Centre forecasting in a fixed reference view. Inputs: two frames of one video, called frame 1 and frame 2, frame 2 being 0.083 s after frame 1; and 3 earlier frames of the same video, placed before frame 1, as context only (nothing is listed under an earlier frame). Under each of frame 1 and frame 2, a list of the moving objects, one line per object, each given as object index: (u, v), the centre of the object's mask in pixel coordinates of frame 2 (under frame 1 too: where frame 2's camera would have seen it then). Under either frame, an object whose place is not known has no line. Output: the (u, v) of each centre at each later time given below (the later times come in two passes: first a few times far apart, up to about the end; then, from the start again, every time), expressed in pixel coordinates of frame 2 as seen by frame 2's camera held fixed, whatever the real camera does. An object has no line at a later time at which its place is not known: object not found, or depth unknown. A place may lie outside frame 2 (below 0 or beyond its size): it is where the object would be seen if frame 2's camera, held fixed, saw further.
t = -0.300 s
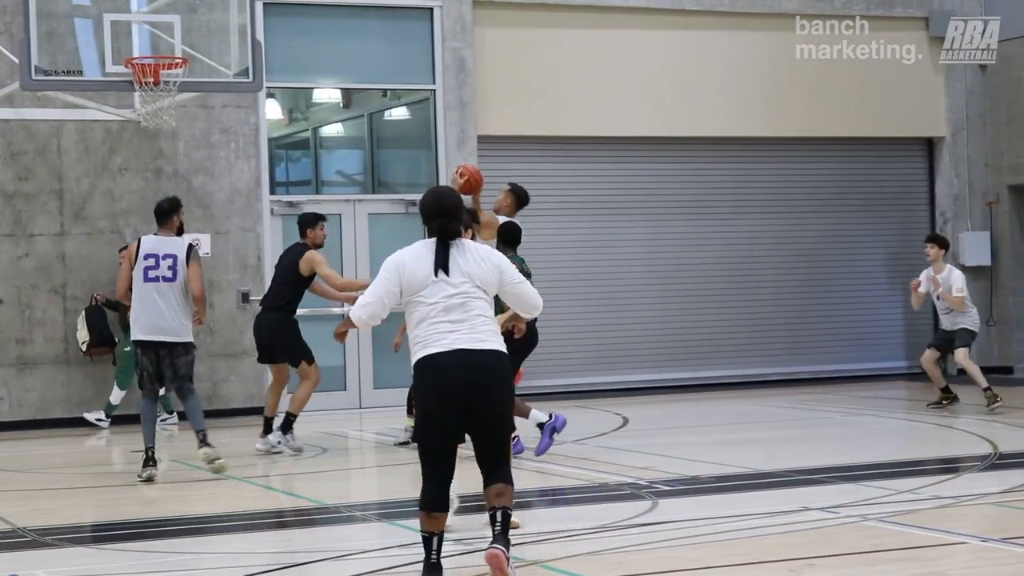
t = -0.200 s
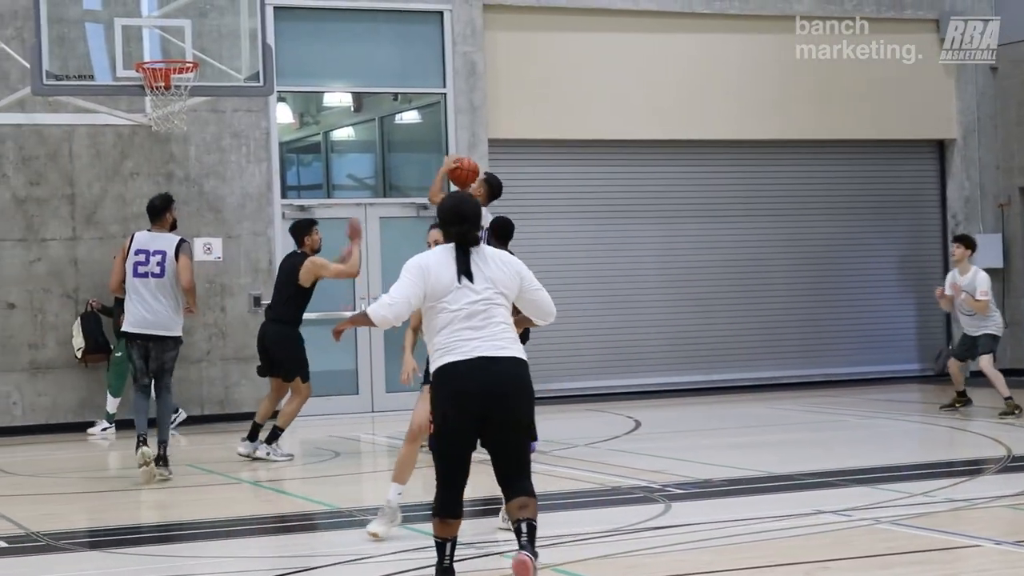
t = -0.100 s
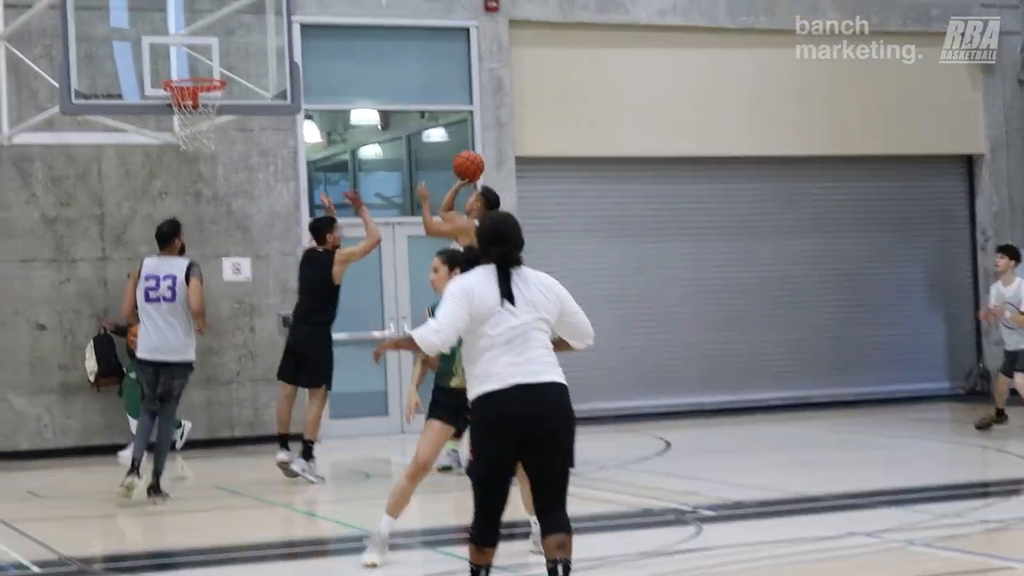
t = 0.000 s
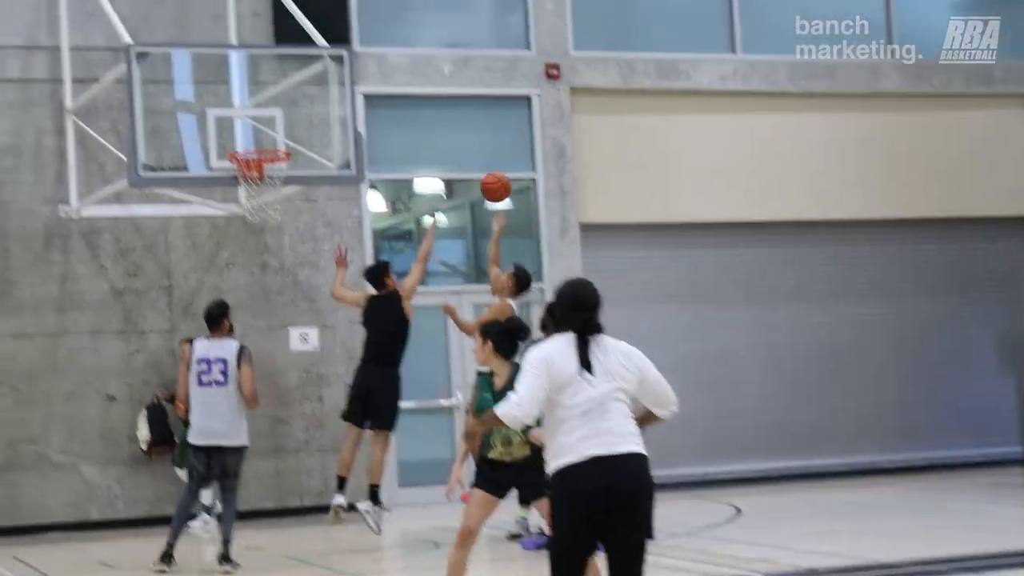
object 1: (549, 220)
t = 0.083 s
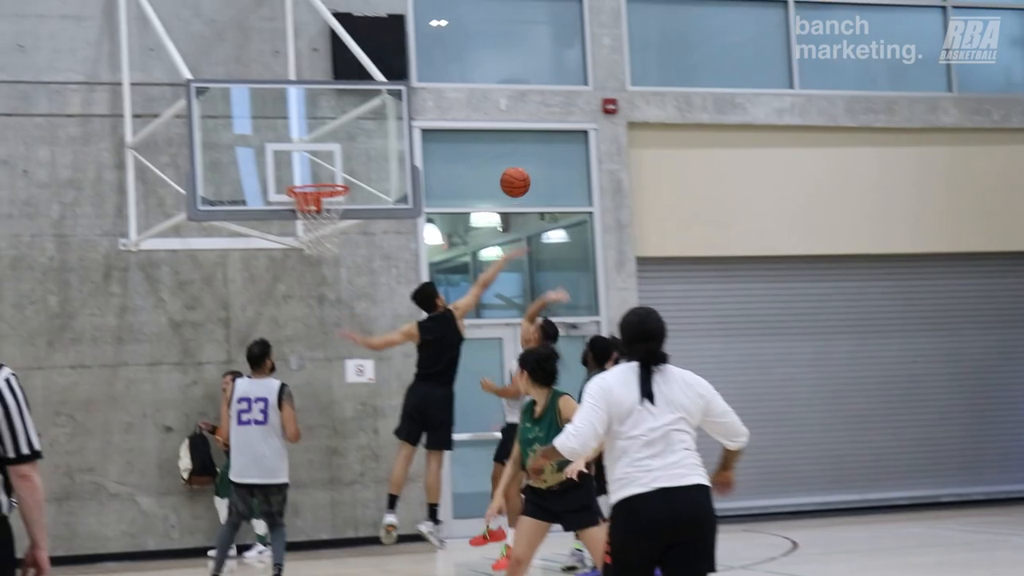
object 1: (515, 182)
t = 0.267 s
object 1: (439, 131)
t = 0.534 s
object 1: (342, 128)
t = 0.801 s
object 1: (320, 173)
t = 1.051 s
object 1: (317, 172)
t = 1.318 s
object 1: (321, 177)
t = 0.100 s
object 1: (508, 175)
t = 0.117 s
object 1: (501, 169)
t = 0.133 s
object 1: (493, 164)
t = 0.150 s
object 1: (487, 158)
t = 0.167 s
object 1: (480, 153)
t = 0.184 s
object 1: (473, 149)
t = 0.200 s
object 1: (466, 144)
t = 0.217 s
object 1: (459, 141)
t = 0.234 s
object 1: (452, 137)
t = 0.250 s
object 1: (445, 134)
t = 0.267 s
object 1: (439, 131)
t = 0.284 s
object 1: (432, 128)
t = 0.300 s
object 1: (425, 126)
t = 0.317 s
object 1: (419, 124)
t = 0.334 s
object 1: (412, 122)
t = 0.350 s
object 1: (406, 122)
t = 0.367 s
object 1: (399, 121)
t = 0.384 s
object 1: (392, 120)
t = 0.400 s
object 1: (386, 120)
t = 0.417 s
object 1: (379, 120)
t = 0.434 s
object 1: (373, 120)
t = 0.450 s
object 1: (366, 121)
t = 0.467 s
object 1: (360, 122)
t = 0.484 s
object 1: (353, 124)
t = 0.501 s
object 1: (348, 126)
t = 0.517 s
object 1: (343, 127)
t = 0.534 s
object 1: (342, 128)
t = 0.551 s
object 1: (340, 129)
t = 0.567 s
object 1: (339, 131)
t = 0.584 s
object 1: (337, 133)
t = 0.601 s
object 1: (335, 135)
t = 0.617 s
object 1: (334, 138)
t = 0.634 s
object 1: (332, 141)
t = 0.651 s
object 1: (330, 144)
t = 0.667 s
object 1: (329, 148)
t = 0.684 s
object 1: (327, 152)
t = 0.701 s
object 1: (326, 156)
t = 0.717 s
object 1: (324, 161)
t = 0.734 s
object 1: (322, 166)
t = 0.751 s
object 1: (321, 171)
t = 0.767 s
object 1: (320, 174)
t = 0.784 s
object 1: (320, 173)
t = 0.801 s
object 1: (320, 173)
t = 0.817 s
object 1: (320, 173)
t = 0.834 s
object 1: (320, 173)
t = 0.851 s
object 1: (320, 174)
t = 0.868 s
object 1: (320, 174)
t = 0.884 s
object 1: (320, 175)
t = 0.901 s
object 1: (319, 175)
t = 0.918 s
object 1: (320, 176)
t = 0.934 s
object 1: (319, 175)
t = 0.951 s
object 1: (319, 174)
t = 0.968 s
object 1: (319, 173)
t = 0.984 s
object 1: (319, 172)
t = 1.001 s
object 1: (318, 172)
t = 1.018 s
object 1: (318, 171)
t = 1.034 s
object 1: (318, 171)
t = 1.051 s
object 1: (317, 172)
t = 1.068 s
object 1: (317, 171)
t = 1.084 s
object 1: (317, 172)
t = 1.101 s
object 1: (317, 172)
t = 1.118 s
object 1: (317, 172)
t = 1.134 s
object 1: (317, 171)
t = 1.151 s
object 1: (318, 171)
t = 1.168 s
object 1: (318, 171)
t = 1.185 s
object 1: (318, 171)
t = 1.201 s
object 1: (318, 171)
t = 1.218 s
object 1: (319, 171)
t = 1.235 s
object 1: (319, 172)
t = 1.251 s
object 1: (319, 172)
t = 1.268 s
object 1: (320, 173)
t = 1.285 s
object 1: (320, 174)
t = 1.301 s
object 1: (321, 175)
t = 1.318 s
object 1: (321, 177)
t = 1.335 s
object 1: (322, 178)
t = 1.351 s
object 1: (322, 180)
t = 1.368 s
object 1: (322, 181)
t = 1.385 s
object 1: (325, 198)
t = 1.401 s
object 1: (324, 202)
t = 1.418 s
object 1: (324, 207)
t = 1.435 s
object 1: (324, 211)
